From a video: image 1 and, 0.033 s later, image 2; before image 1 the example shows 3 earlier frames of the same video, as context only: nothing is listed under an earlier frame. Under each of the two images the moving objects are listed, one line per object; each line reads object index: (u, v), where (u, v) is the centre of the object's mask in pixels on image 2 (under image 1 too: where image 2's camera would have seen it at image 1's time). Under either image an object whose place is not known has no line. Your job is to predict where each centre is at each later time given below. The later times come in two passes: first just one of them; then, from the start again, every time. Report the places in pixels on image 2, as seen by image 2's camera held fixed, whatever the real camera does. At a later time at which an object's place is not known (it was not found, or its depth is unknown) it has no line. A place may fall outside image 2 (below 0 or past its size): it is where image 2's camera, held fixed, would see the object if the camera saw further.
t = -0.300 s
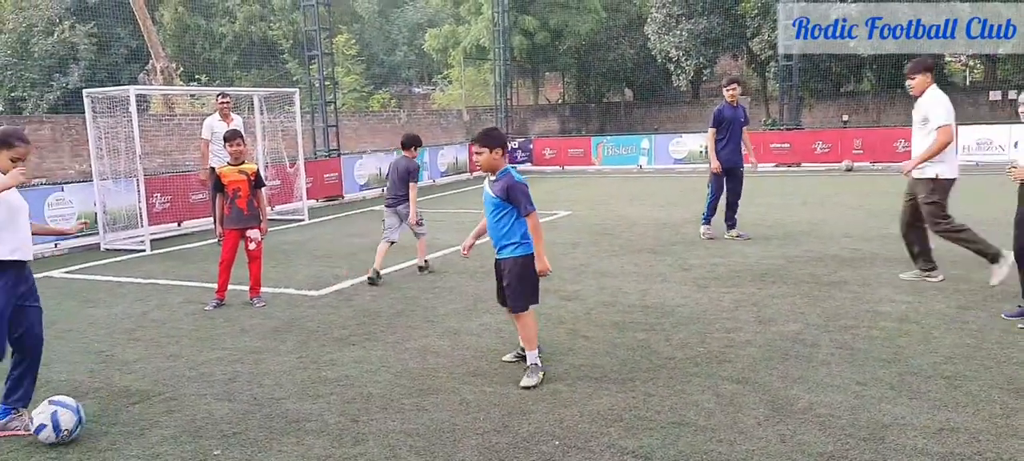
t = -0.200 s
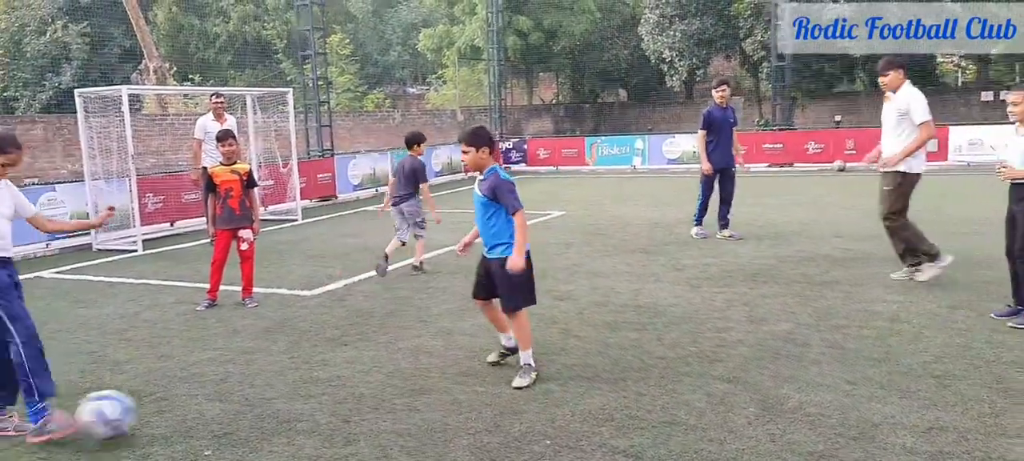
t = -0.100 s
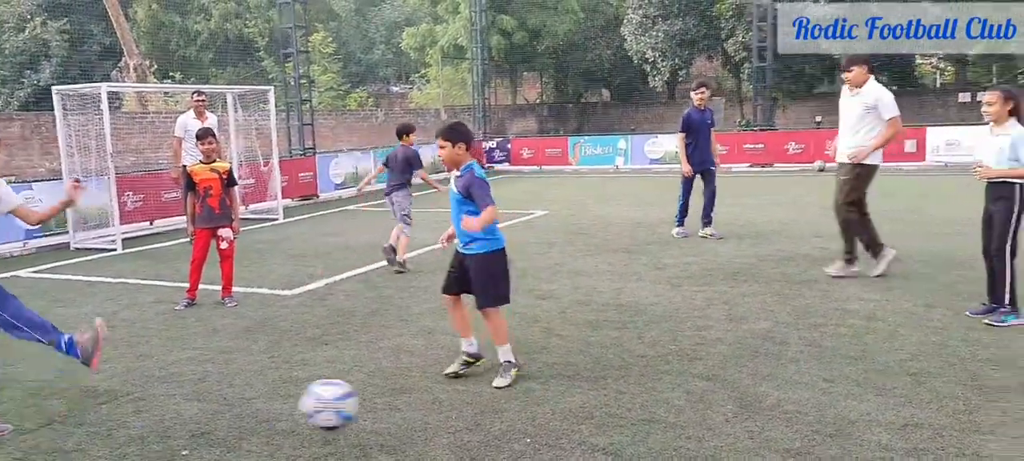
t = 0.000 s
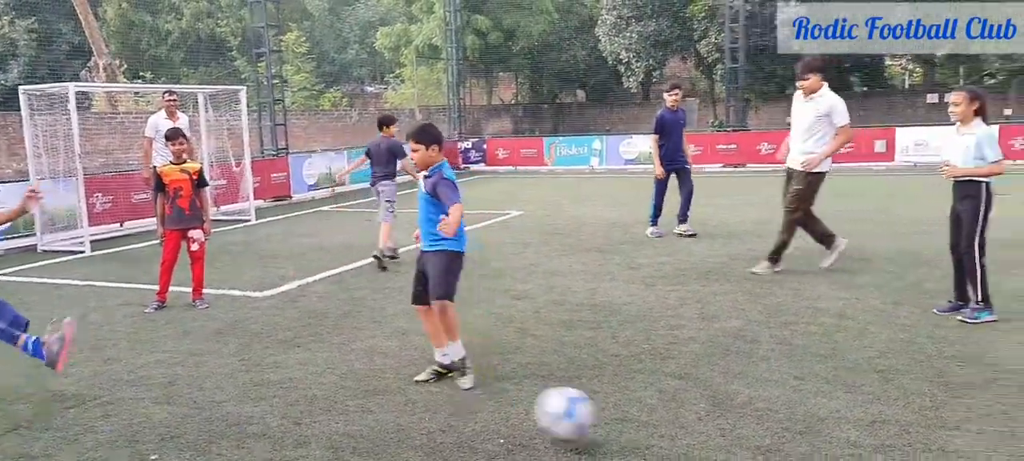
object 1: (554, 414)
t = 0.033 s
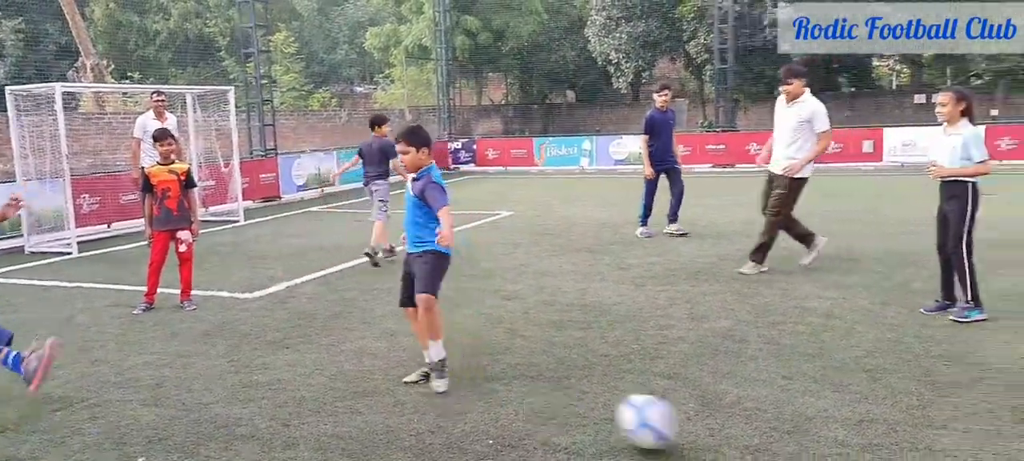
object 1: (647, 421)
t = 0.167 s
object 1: (982, 414)
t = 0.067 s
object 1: (736, 428)
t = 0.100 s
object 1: (816, 420)
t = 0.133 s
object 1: (898, 416)
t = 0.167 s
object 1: (982, 414)
